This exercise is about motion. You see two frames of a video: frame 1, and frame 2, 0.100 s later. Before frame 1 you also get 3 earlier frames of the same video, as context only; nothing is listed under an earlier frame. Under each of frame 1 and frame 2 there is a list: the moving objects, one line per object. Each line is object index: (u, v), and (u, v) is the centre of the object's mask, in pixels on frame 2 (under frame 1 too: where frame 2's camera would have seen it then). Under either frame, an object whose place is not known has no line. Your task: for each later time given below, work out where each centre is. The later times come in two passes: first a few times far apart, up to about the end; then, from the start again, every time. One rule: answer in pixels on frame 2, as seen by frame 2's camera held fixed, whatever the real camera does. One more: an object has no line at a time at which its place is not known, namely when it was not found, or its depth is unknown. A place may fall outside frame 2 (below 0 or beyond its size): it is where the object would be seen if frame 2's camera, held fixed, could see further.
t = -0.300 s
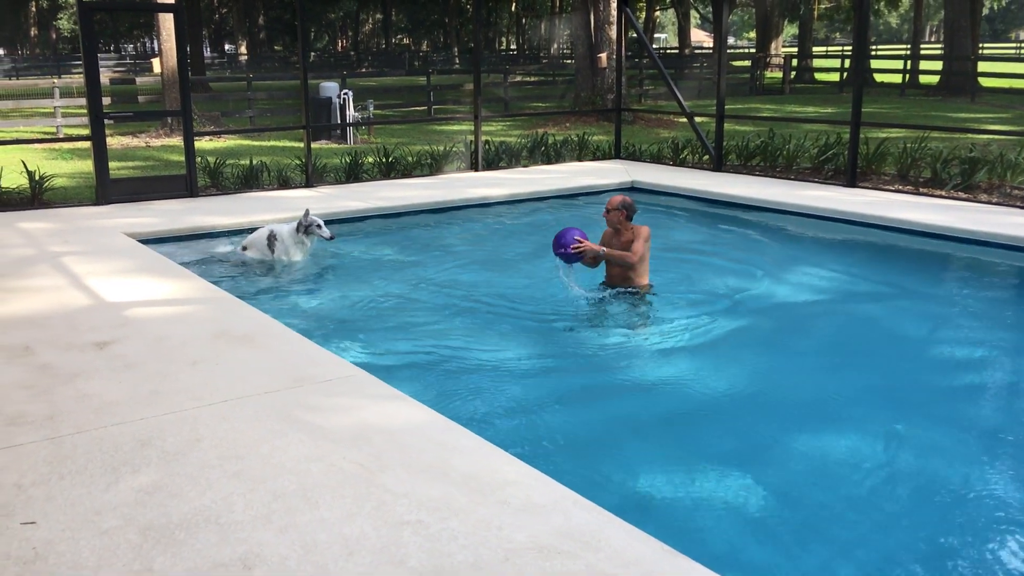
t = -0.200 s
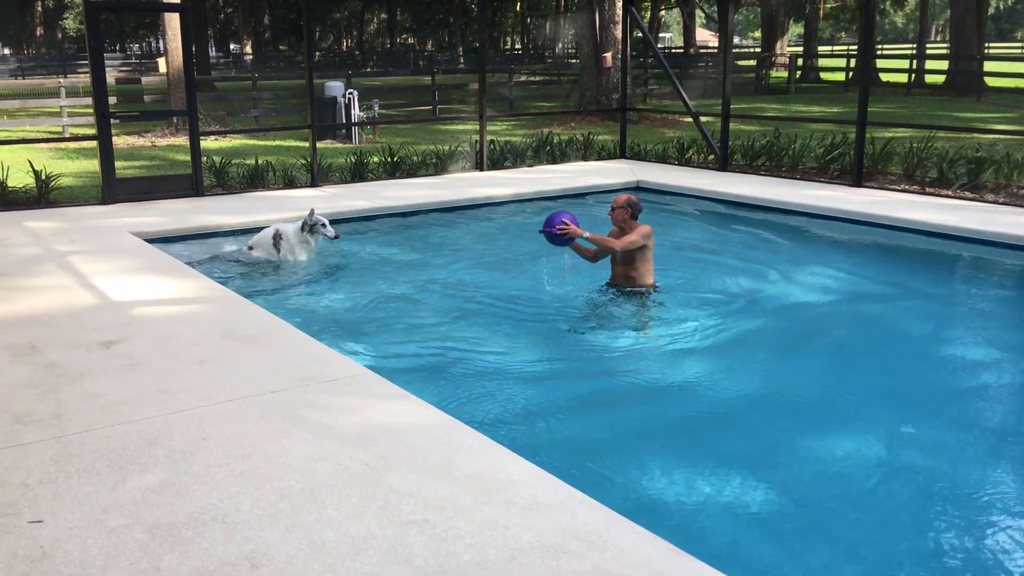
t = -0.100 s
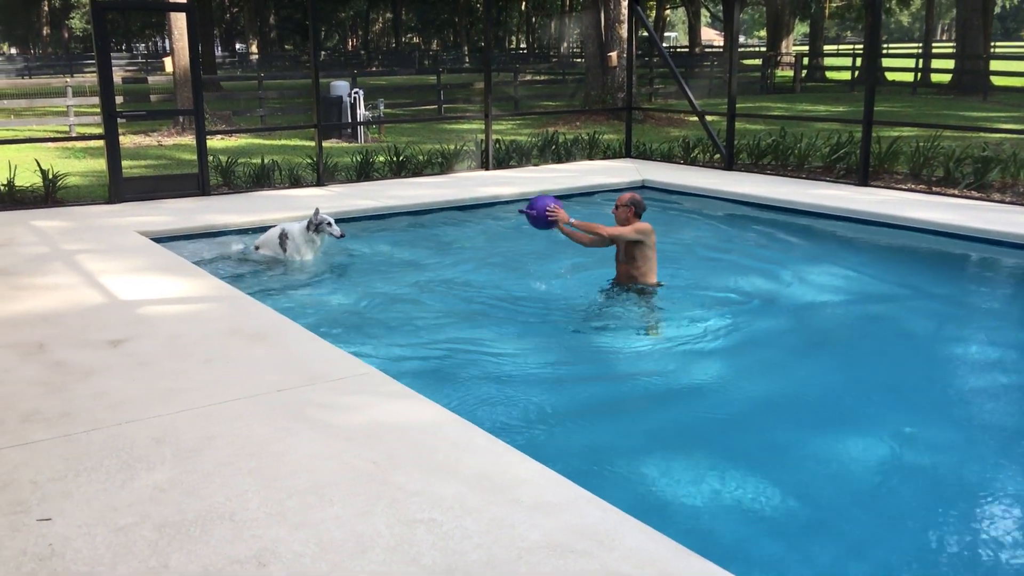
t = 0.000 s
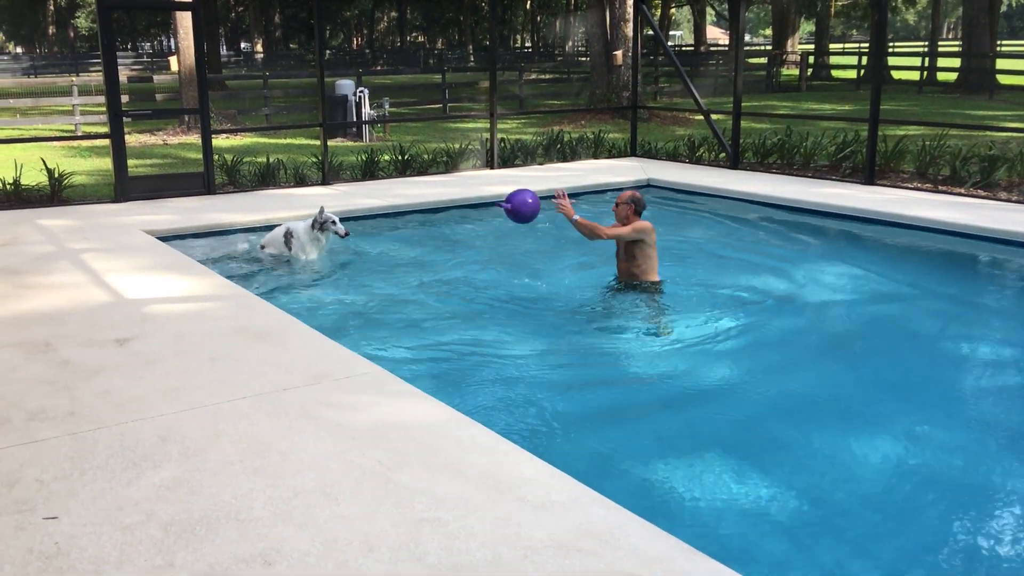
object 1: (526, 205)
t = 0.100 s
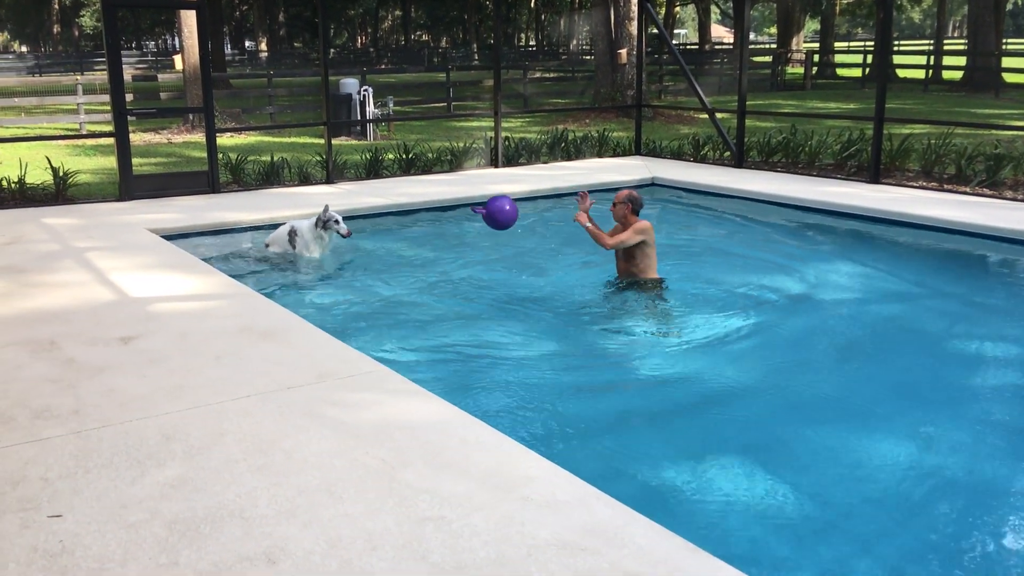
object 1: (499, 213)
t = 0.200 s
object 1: (473, 233)
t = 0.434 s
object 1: (440, 265)
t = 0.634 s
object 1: (426, 252)
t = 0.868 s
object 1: (410, 256)
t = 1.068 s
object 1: (399, 255)
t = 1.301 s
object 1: (384, 254)
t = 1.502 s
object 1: (376, 254)
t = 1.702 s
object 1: (368, 253)
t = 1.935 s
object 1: (358, 253)
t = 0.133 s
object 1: (491, 218)
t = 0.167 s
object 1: (482, 225)
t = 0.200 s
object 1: (473, 233)
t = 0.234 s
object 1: (465, 242)
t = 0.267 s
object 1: (457, 253)
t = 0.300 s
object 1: (451, 256)
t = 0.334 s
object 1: (448, 256)
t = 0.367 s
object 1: (443, 263)
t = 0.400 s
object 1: (440, 264)
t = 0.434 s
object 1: (440, 265)
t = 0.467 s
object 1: (437, 264)
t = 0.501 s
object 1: (437, 262)
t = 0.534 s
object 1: (434, 261)
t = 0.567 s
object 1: (431, 258)
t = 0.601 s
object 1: (429, 254)
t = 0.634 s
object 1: (426, 252)
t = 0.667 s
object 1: (424, 250)
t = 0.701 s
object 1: (422, 250)
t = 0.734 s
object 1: (419, 252)
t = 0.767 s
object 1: (417, 254)
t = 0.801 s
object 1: (414, 255)
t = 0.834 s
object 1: (412, 256)
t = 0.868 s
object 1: (410, 256)
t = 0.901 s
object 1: (408, 256)
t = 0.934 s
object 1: (407, 256)
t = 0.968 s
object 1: (405, 256)
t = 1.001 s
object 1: (403, 256)
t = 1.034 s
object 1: (401, 255)
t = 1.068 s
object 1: (399, 255)
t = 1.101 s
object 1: (397, 254)
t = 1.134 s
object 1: (395, 254)
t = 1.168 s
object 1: (393, 253)
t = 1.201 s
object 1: (390, 253)
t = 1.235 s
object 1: (388, 254)
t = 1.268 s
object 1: (386, 254)
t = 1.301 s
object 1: (384, 254)
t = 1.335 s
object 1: (383, 254)
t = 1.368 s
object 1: (381, 254)
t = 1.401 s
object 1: (379, 254)
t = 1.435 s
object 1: (377, 254)
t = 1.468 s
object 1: (377, 254)
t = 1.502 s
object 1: (376, 254)
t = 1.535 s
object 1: (374, 253)
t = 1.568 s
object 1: (372, 253)
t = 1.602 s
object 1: (370, 253)
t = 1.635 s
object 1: (371, 253)
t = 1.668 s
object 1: (369, 253)
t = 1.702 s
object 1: (368, 253)
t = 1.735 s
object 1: (366, 253)
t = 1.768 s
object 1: (364, 254)
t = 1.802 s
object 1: (363, 254)
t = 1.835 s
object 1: (362, 253)
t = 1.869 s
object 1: (360, 253)
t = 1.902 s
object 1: (359, 253)
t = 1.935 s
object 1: (358, 253)
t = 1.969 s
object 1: (356, 252)
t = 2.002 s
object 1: (355, 252)
